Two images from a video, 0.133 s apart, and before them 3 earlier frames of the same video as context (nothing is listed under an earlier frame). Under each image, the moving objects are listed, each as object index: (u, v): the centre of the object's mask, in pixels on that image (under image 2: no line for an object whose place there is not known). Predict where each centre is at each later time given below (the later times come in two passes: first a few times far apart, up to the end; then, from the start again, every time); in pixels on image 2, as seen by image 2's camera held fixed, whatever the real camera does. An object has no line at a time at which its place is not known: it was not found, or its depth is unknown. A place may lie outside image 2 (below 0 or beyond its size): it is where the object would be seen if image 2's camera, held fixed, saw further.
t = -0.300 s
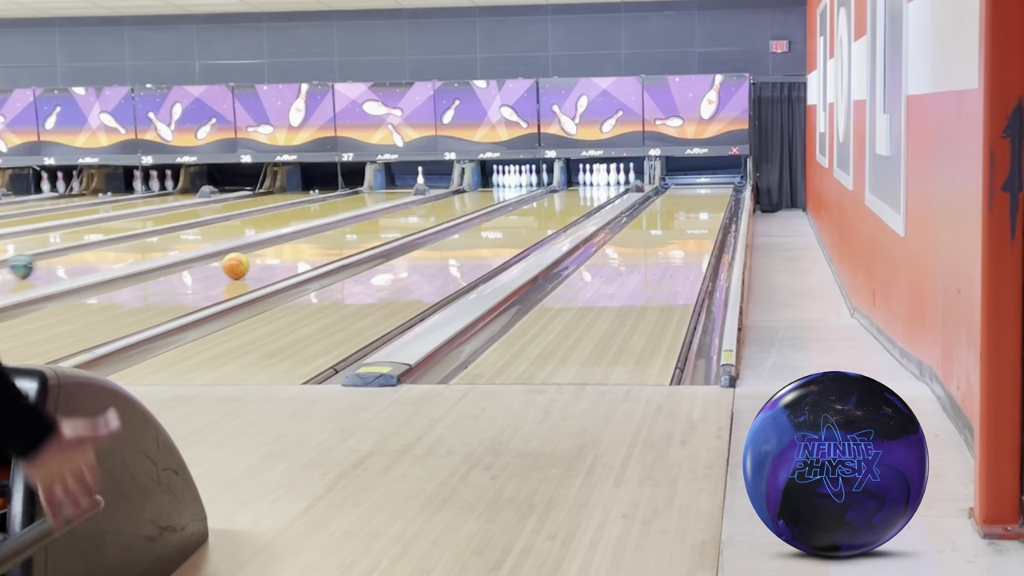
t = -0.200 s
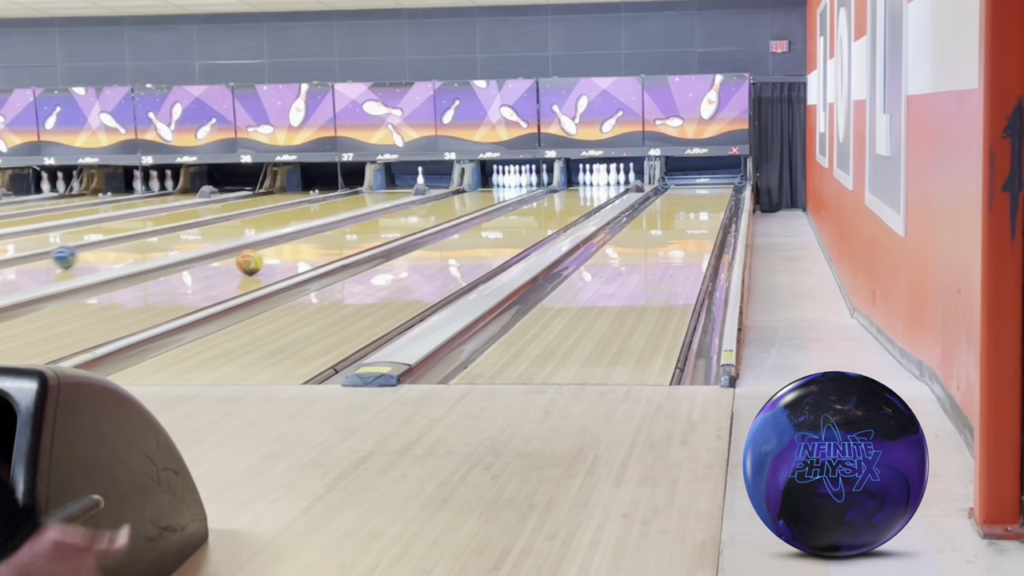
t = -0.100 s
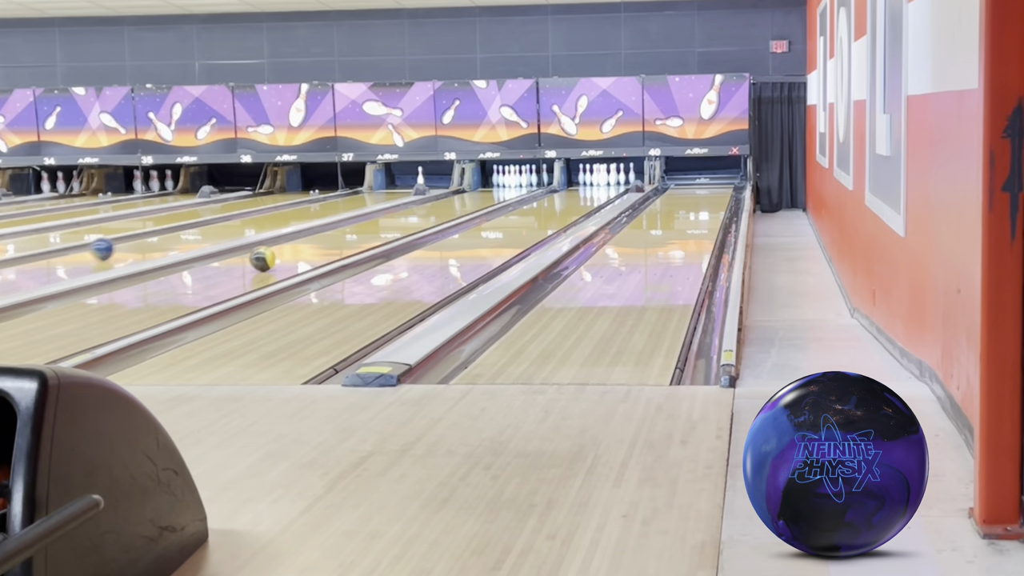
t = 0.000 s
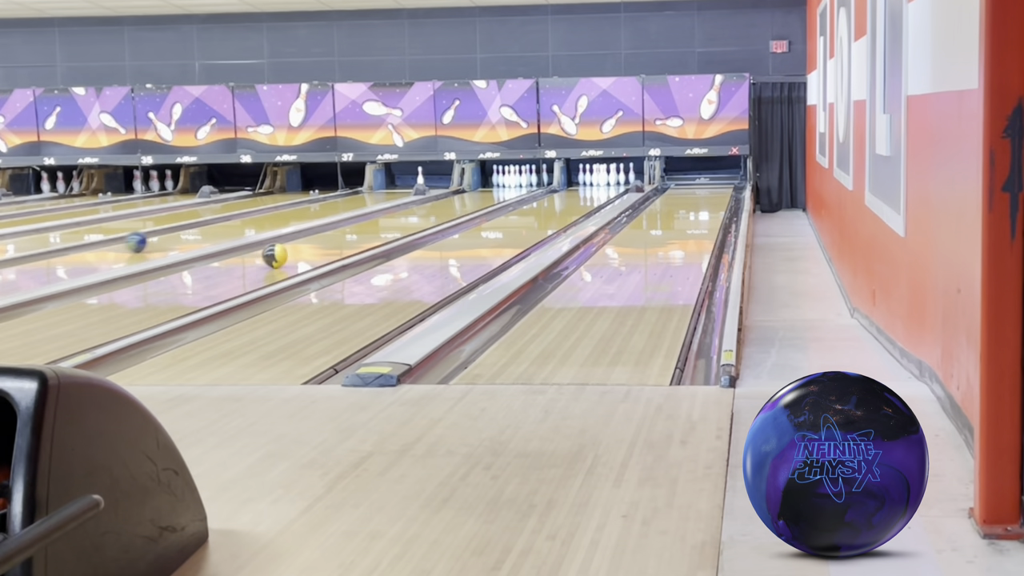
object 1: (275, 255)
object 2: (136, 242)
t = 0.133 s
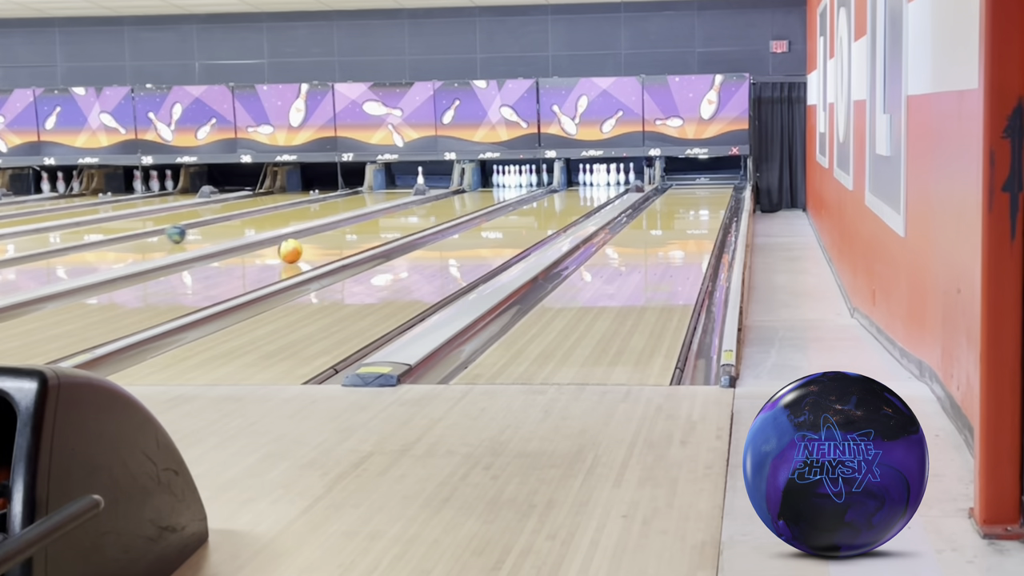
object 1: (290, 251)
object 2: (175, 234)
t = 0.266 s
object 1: (304, 247)
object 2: (211, 226)
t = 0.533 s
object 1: (332, 240)
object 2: (270, 214)
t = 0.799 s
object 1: (355, 234)
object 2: (317, 204)
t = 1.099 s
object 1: (379, 227)
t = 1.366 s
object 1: (399, 223)
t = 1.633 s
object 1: (415, 218)
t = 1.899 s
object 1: (430, 214)
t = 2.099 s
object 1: (440, 212)
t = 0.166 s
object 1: (293, 250)
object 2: (185, 232)
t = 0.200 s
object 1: (297, 249)
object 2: (194, 230)
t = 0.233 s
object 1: (301, 248)
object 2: (202, 228)
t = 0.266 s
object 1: (304, 247)
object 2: (211, 226)
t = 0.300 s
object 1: (308, 246)
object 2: (219, 224)
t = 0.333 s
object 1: (311, 245)
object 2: (227, 223)
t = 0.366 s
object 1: (315, 244)
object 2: (235, 221)
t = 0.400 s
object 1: (318, 243)
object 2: (242, 220)
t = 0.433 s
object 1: (322, 243)
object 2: (249, 218)
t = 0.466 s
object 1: (325, 242)
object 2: (256, 217)
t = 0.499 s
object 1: (328, 241)
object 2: (263, 215)
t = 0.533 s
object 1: (332, 240)
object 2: (270, 214)
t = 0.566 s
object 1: (335, 239)
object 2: (276, 213)
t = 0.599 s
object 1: (338, 238)
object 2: (283, 211)
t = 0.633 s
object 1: (340, 238)
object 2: (288, 210)
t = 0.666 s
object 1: (343, 237)
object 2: (295, 209)
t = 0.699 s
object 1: (346, 236)
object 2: (301, 208)
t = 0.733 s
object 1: (349, 235)
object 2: (306, 206)
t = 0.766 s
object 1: (352, 235)
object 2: (312, 205)
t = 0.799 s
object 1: (355, 234)
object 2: (317, 204)
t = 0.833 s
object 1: (358, 233)
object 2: (322, 203)
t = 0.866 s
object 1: (361, 232)
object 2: (328, 202)
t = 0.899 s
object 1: (364, 231)
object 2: (332, 201)
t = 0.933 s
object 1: (367, 231)
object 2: (337, 199)
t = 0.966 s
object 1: (370, 230)
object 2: (342, 198)
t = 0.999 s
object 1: (372, 229)
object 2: (347, 197)
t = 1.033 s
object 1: (374, 229)
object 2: (352, 196)
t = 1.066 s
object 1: (377, 228)
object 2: (357, 195)
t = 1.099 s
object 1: (379, 227)
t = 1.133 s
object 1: (381, 227)
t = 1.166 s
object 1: (384, 226)
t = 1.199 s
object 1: (387, 225)
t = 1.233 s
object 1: (389, 225)
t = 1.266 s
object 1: (391, 225)
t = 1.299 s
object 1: (393, 224)
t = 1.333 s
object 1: (396, 224)
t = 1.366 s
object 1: (399, 223)
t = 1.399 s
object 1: (401, 222)
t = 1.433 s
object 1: (403, 222)
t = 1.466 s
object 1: (405, 221)
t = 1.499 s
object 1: (407, 221)
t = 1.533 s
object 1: (409, 220)
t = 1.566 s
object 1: (411, 219)
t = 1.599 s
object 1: (413, 218)
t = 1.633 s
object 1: (415, 218)
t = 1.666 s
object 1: (417, 217)
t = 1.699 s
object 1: (419, 217)
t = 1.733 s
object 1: (422, 217)
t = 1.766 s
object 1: (424, 216)
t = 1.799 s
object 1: (426, 216)
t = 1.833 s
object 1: (427, 215)
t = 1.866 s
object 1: (429, 215)
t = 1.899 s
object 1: (430, 214)
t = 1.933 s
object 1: (432, 214)
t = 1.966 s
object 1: (433, 213)
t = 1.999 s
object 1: (435, 213)
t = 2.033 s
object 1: (436, 212)
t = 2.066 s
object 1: (438, 212)
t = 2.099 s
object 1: (440, 212)
